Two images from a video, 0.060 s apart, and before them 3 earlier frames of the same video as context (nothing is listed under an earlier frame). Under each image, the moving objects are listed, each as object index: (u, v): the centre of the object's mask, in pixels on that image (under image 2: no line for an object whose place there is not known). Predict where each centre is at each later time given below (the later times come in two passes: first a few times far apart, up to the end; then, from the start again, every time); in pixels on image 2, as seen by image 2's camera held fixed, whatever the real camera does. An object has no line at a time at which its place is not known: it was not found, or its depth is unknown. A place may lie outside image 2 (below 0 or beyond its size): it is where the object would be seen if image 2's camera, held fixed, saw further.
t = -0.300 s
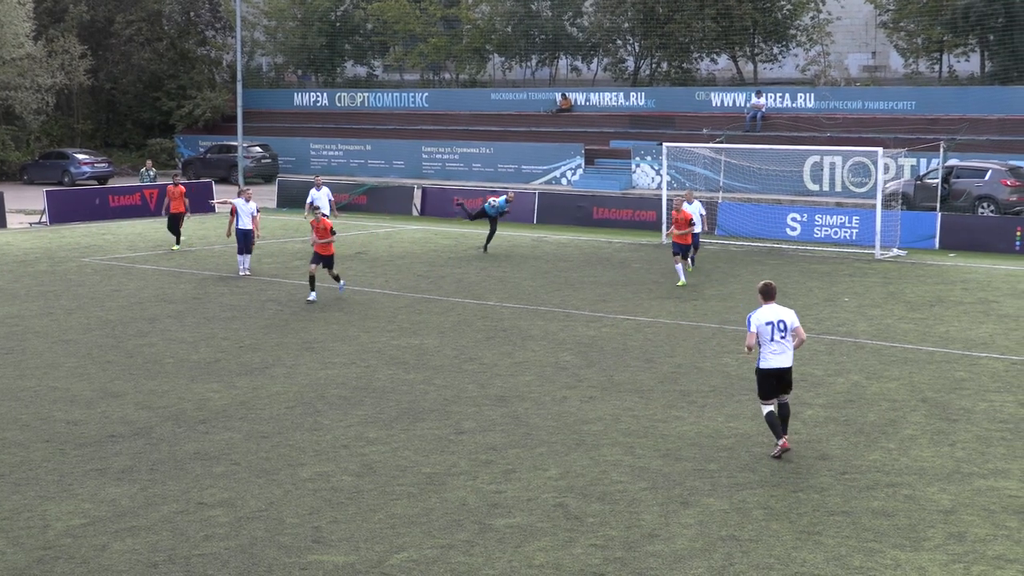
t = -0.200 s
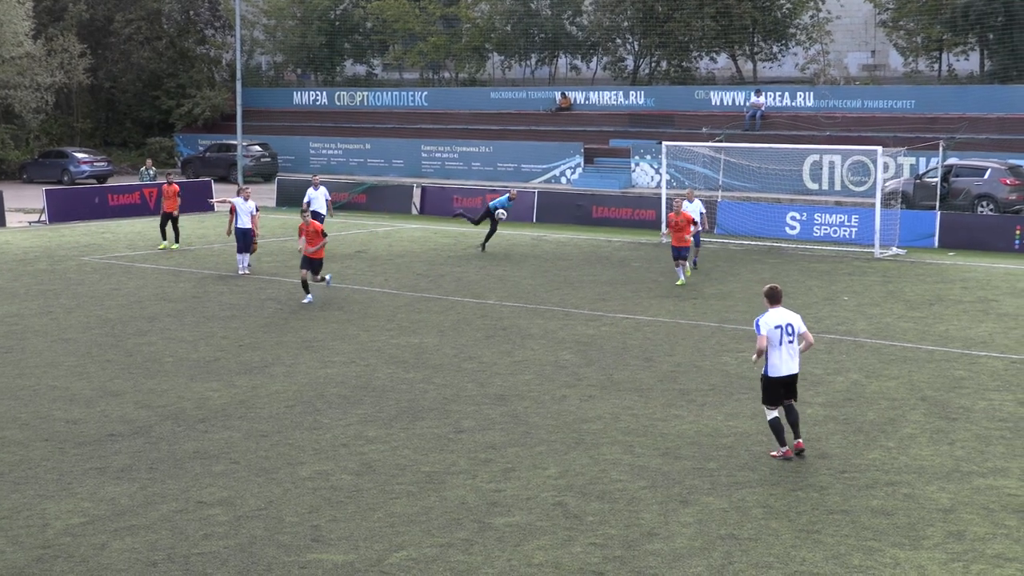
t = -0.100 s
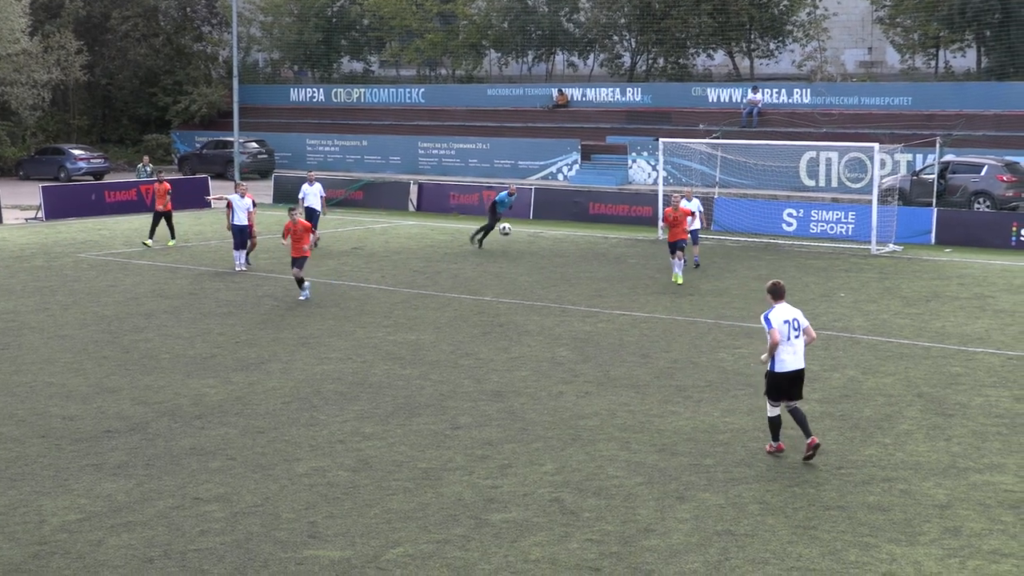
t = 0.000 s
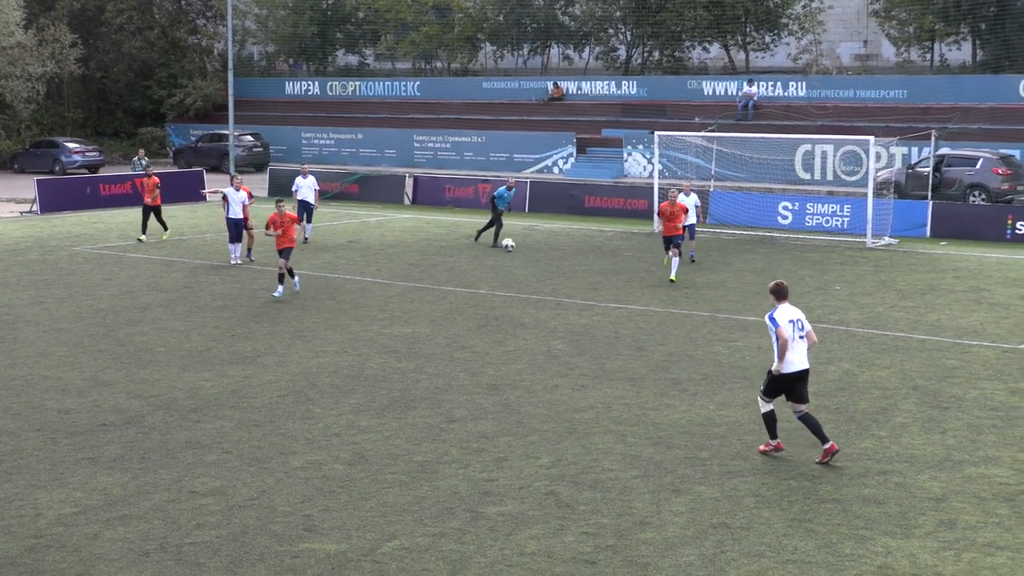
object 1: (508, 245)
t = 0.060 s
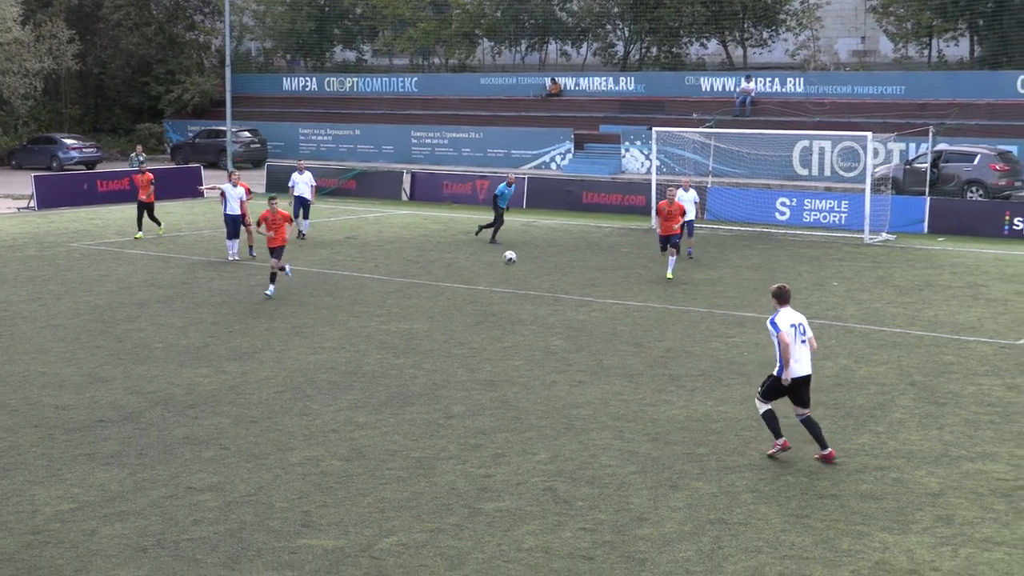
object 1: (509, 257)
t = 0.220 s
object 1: (519, 316)
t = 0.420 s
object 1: (522, 345)
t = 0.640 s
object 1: (520, 362)
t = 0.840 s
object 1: (516, 425)
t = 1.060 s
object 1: (507, 457)
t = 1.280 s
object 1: (492, 488)
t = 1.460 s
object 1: (479, 565)
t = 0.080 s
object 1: (511, 264)
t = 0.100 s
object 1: (512, 270)
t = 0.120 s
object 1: (513, 277)
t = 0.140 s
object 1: (515, 284)
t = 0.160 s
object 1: (516, 292)
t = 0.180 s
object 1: (517, 299)
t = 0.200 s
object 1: (518, 308)
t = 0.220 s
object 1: (519, 316)
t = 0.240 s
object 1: (521, 325)
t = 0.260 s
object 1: (521, 334)
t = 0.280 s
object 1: (523, 343)
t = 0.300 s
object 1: (523, 353)
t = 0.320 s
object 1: (523, 352)
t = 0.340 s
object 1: (523, 350)
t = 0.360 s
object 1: (523, 348)
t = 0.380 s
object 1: (523, 347)
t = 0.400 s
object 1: (522, 345)
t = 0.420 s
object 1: (522, 345)
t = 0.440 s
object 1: (522, 345)
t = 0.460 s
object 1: (522, 344)
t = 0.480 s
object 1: (521, 345)
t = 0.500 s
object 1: (521, 345)
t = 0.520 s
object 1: (521, 347)
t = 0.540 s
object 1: (521, 348)
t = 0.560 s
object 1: (520, 350)
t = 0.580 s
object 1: (520, 352)
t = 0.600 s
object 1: (520, 355)
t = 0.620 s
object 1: (520, 358)
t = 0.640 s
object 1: (520, 362)
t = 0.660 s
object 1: (519, 366)
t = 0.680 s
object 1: (519, 370)
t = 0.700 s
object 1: (519, 375)
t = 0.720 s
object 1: (518, 380)
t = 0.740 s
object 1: (518, 386)
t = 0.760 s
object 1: (518, 393)
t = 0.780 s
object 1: (517, 400)
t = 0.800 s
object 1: (517, 408)
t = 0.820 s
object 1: (516, 416)
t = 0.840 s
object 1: (516, 425)
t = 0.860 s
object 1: (516, 434)
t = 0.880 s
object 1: (516, 445)
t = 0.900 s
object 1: (515, 456)
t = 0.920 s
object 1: (515, 467)
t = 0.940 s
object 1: (514, 465)
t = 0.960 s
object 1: (513, 463)
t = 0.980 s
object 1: (512, 461)
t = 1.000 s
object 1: (510, 459)
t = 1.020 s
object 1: (509, 458)
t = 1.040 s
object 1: (508, 458)
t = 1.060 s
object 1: (507, 457)
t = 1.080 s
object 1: (505, 458)
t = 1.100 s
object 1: (504, 459)
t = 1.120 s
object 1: (503, 460)
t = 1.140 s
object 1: (501, 462)
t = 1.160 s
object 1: (500, 464)
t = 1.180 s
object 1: (499, 467)
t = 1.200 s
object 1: (498, 470)
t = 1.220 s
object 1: (496, 474)
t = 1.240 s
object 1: (495, 478)
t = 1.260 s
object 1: (493, 483)
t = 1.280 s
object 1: (492, 488)
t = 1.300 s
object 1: (491, 495)
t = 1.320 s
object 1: (489, 501)
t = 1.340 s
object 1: (488, 508)
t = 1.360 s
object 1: (486, 516)
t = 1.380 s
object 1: (485, 525)
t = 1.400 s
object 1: (484, 534)
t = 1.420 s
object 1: (482, 544)
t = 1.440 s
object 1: (481, 554)
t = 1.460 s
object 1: (479, 565)
